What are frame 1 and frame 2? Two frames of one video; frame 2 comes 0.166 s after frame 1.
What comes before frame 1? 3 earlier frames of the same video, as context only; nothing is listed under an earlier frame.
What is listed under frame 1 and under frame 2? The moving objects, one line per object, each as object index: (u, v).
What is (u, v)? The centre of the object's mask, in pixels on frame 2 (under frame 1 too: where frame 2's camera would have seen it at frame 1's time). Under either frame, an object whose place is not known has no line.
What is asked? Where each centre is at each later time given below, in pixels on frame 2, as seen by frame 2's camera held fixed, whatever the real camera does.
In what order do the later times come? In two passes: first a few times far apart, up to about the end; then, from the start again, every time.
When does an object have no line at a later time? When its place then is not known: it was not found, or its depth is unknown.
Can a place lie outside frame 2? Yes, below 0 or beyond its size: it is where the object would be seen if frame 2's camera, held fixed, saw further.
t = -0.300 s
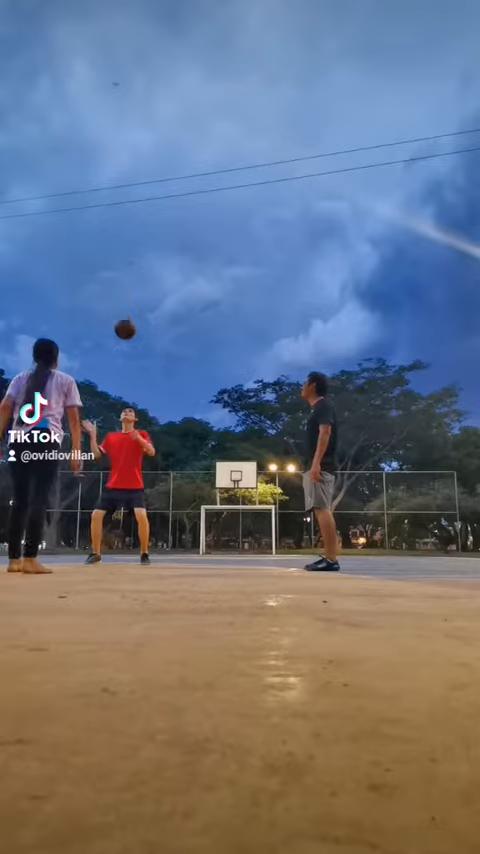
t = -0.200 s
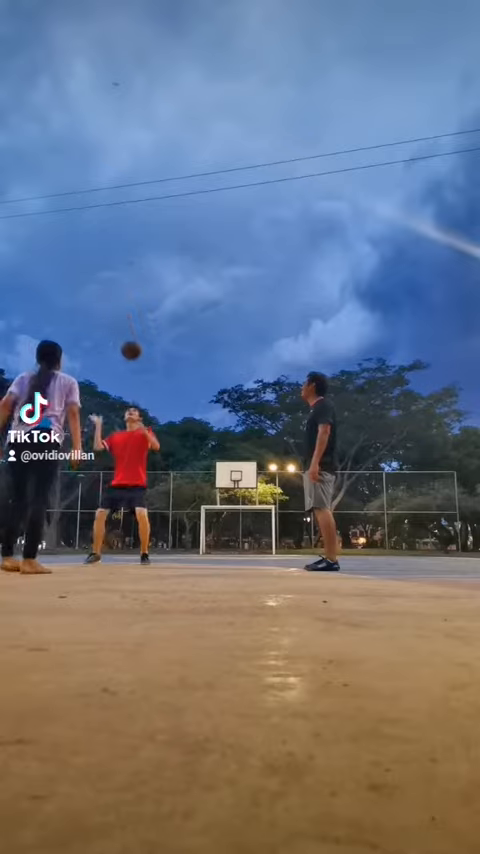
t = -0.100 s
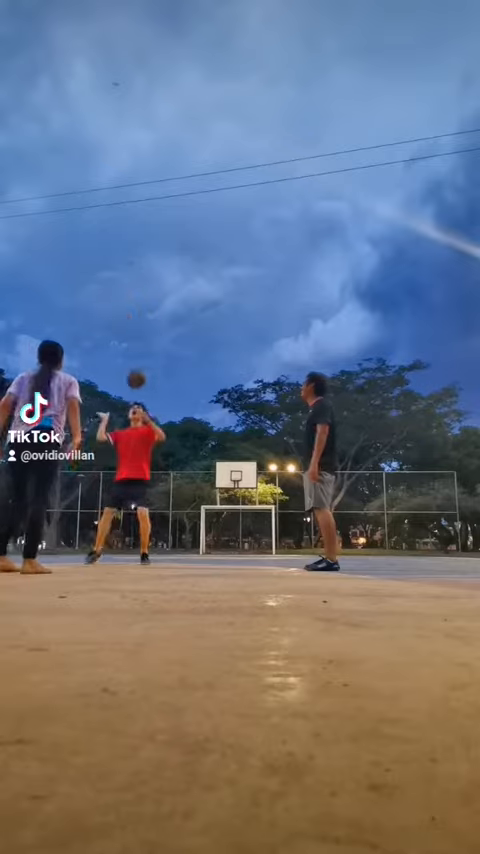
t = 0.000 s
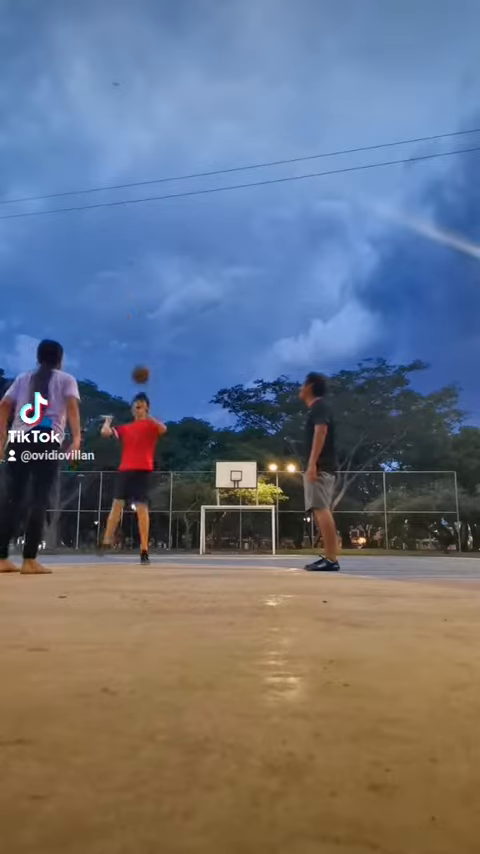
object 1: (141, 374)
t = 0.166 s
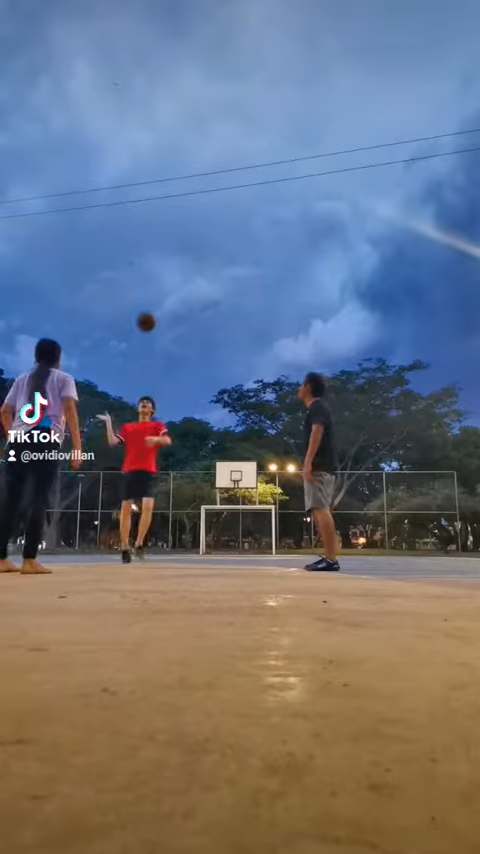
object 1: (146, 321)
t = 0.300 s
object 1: (149, 296)
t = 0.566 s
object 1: (155, 292)
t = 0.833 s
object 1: (160, 351)
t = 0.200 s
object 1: (147, 314)
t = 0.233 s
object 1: (148, 307)
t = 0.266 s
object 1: (149, 301)
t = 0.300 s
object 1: (149, 296)
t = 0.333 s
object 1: (150, 292)
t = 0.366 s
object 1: (151, 289)
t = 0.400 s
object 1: (152, 288)
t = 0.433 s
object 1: (153, 287)
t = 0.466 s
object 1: (153, 287)
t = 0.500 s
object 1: (154, 287)
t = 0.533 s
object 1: (155, 289)
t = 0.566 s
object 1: (155, 292)
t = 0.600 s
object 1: (156, 296)
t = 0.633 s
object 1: (157, 301)
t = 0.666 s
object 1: (157, 306)
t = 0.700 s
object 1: (158, 313)
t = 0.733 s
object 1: (159, 321)
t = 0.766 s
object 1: (159, 330)
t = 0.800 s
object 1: (159, 340)
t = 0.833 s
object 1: (160, 351)
